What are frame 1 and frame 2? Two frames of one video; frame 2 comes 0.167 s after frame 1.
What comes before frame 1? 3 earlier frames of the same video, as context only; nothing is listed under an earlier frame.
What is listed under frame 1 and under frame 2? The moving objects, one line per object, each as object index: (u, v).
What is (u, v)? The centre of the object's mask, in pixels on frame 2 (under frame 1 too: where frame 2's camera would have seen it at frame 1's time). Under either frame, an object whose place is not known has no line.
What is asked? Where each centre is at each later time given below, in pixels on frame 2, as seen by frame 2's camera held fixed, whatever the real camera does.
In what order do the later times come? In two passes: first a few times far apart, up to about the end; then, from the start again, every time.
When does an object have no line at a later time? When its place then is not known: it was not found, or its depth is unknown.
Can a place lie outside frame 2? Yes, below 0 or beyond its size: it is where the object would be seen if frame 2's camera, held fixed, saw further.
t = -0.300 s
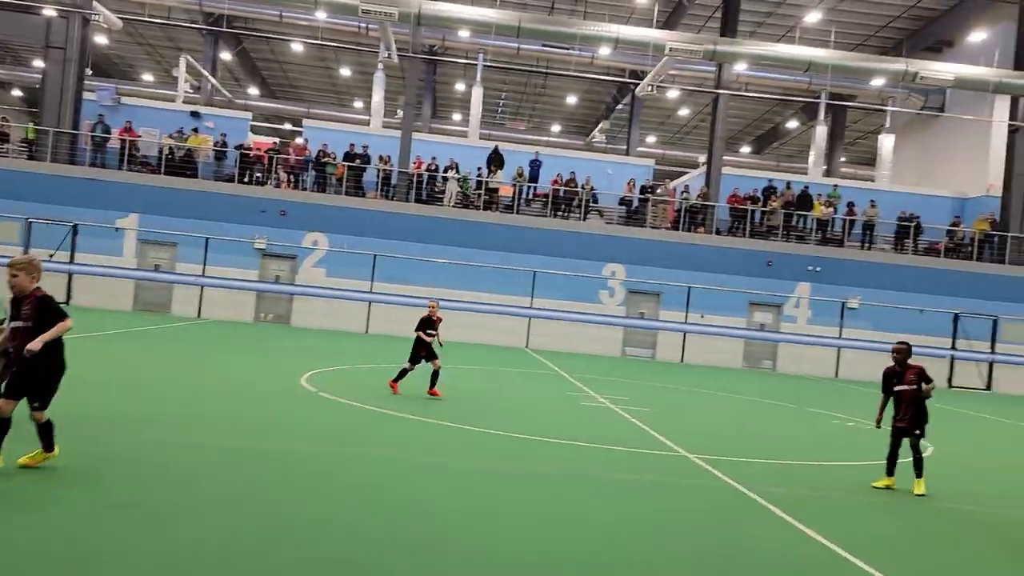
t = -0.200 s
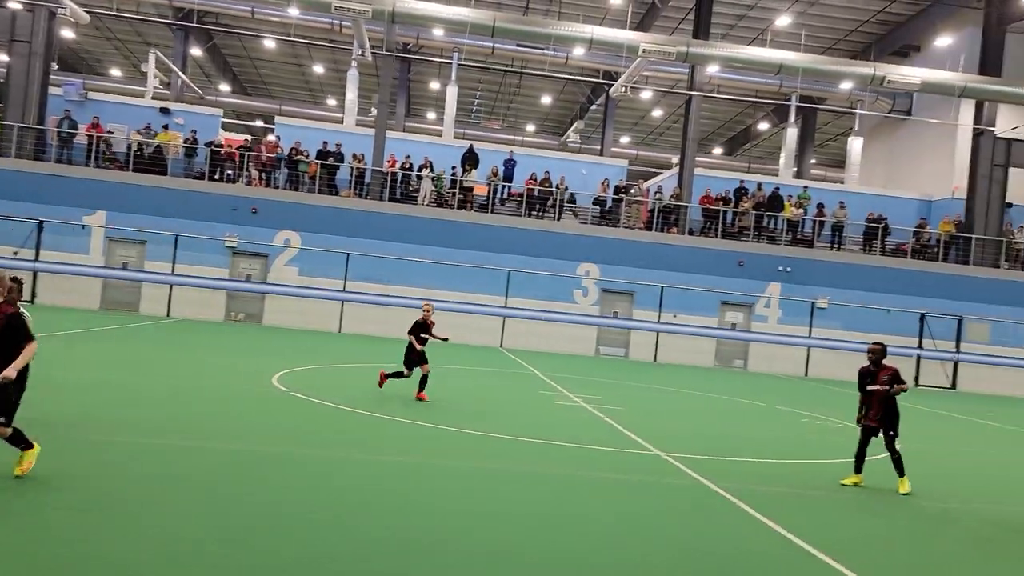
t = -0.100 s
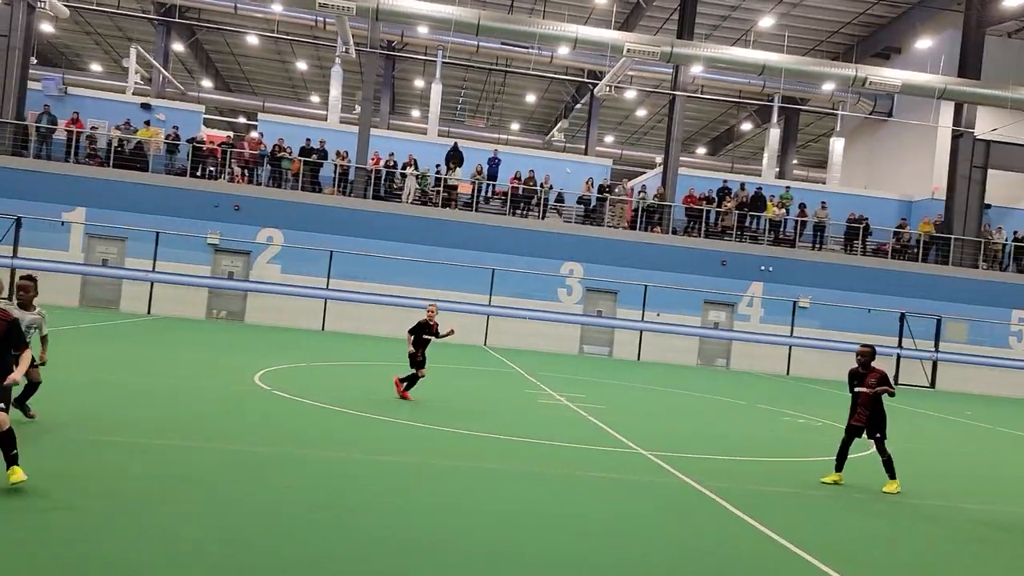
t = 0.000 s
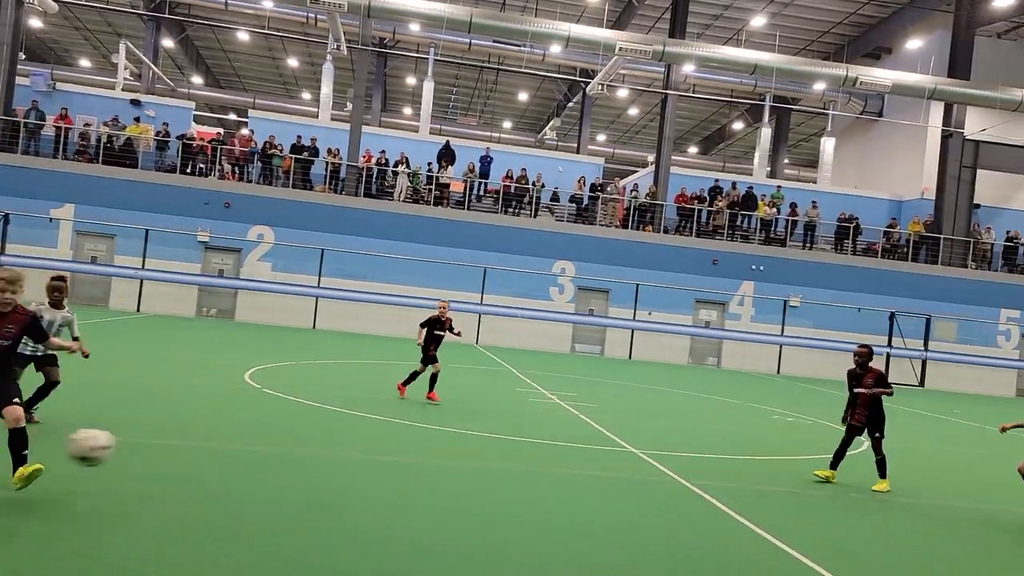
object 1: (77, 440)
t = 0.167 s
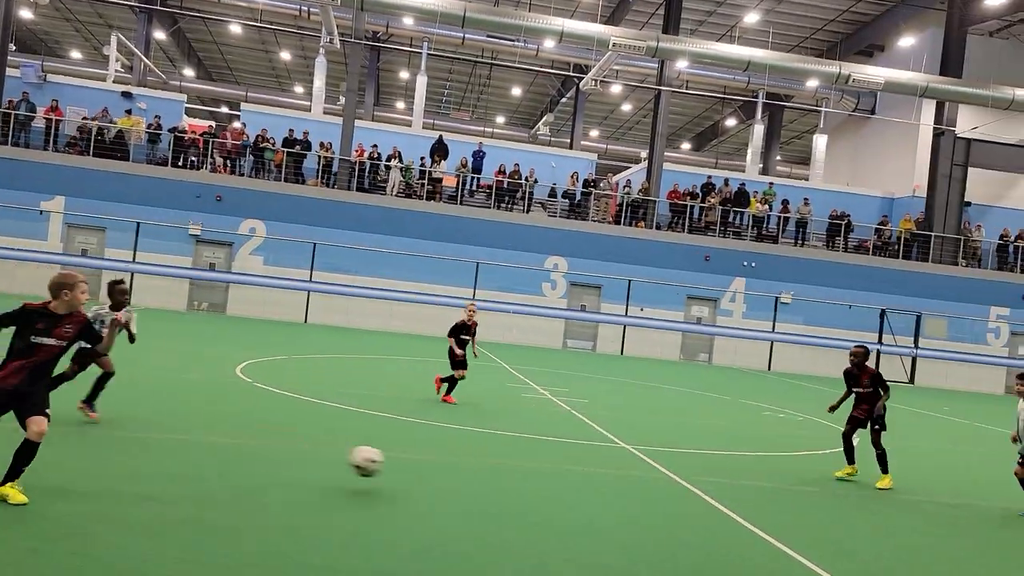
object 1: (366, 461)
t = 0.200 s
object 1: (410, 467)
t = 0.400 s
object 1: (591, 442)
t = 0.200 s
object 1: (410, 467)
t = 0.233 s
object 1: (447, 471)
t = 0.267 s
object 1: (480, 460)
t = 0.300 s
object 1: (511, 453)
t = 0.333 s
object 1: (539, 447)
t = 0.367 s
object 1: (566, 444)
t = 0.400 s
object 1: (591, 442)
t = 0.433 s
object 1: (616, 441)
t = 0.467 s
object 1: (639, 441)
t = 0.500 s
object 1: (660, 444)
